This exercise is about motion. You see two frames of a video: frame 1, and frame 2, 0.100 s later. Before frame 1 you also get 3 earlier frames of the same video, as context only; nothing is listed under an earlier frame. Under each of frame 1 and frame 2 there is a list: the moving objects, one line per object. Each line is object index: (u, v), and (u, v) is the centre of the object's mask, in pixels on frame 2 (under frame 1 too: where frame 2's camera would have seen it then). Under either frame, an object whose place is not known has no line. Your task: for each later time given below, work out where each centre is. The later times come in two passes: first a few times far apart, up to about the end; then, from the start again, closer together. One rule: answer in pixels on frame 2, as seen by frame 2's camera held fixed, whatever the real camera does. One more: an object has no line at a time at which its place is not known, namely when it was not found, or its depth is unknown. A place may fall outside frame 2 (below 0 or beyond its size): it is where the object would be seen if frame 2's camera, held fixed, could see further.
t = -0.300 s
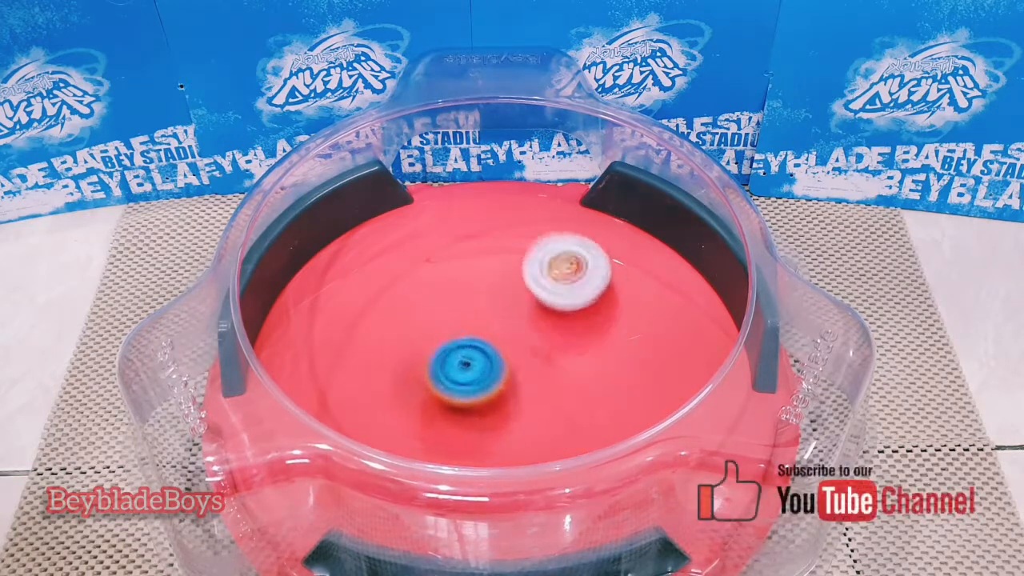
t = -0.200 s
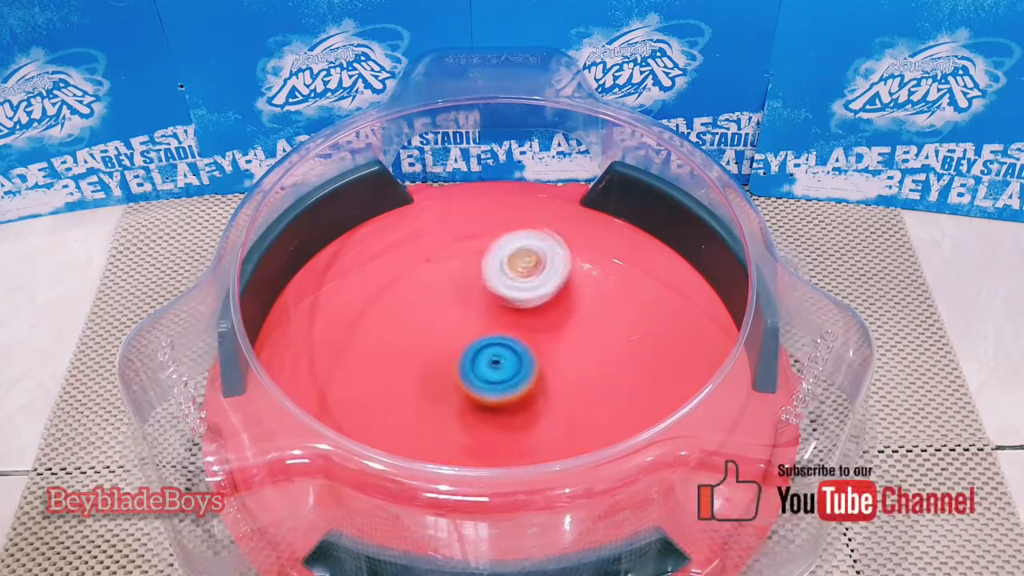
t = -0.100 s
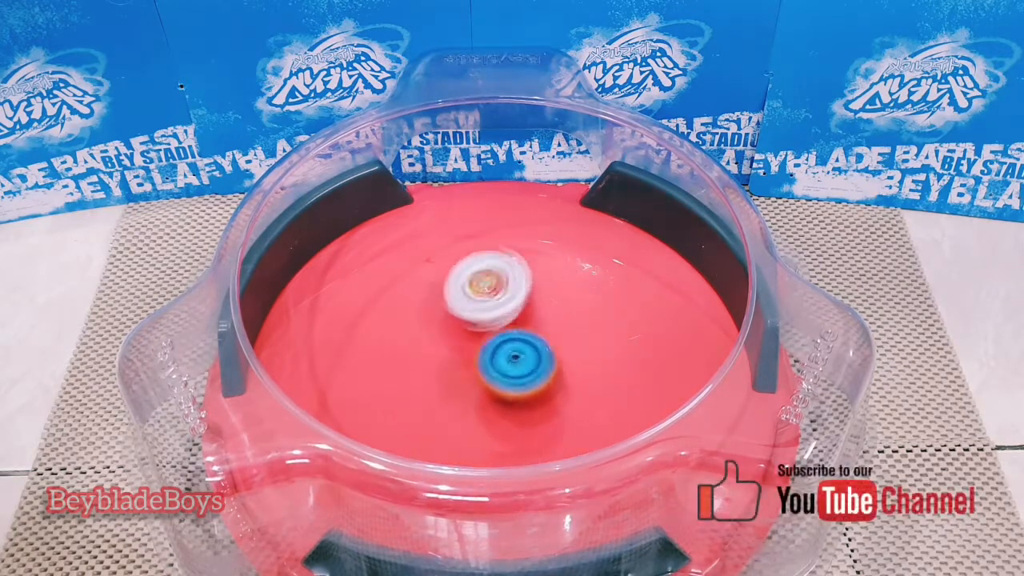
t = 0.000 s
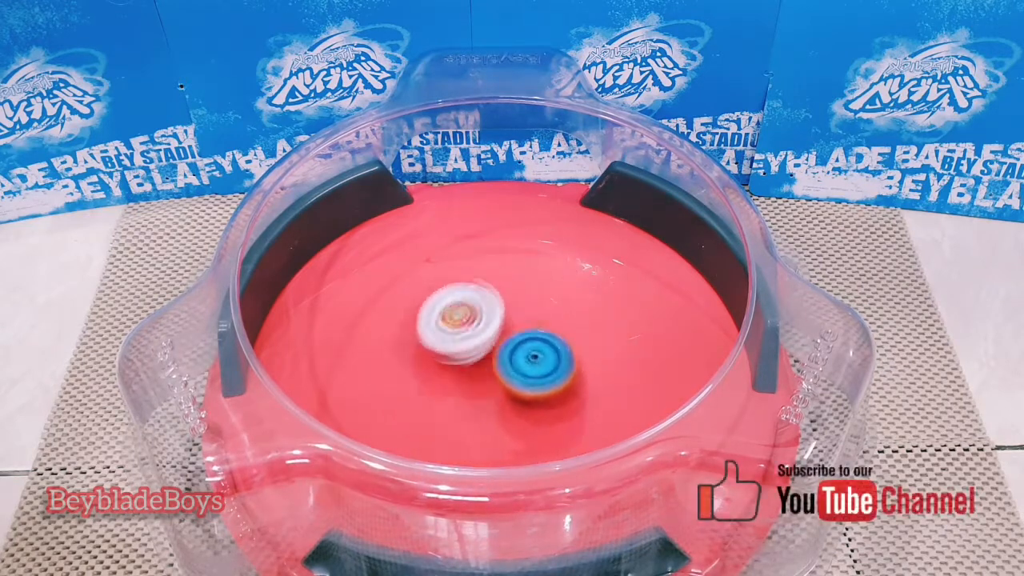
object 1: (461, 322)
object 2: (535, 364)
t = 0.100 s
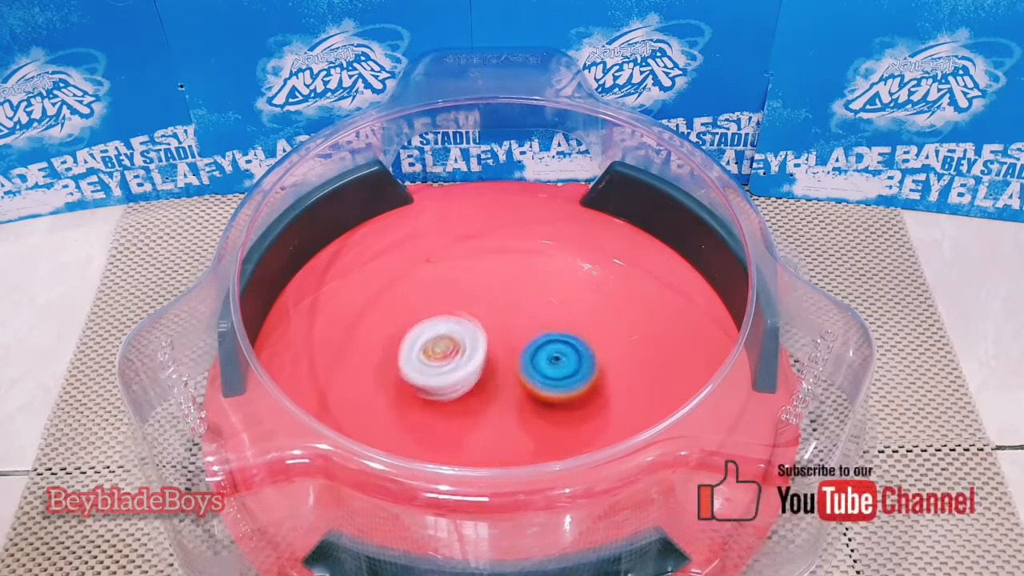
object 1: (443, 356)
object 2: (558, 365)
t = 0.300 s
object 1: (424, 421)
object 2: (557, 329)
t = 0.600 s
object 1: (522, 447)
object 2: (507, 357)
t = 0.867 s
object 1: (562, 370)
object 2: (458, 356)
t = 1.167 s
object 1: (502, 299)
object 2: (442, 398)
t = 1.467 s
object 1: (423, 342)
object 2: (503, 395)
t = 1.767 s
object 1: (476, 386)
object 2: (585, 374)
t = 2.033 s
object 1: (489, 378)
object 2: (531, 311)
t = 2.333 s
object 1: (461, 414)
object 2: (478, 330)
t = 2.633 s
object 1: (498, 422)
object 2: (446, 355)
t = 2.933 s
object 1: (530, 406)
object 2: (441, 375)
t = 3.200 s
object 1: (559, 387)
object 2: (437, 376)
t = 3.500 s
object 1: (557, 350)
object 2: (441, 374)
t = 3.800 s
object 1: (537, 331)
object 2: (457, 366)
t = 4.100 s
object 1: (531, 313)
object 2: (456, 369)
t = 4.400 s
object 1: (528, 336)
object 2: (444, 398)
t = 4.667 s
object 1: (553, 373)
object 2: (467, 406)
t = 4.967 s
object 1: (566, 392)
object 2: (464, 395)
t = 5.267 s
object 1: (548, 382)
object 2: (452, 371)
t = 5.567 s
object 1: (572, 381)
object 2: (438, 351)
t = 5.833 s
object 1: (540, 377)
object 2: (453, 349)
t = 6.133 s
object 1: (516, 386)
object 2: (446, 334)
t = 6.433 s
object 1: (518, 405)
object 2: (470, 332)
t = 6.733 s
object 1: (521, 399)
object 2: (494, 327)
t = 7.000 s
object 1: (521, 401)
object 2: (504, 321)
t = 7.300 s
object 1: (521, 400)
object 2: (514, 322)
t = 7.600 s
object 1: (520, 404)
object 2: (532, 323)
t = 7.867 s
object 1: (519, 405)
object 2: (535, 323)
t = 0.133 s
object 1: (437, 366)
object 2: (565, 364)
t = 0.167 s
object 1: (432, 378)
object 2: (571, 360)
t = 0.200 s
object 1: (427, 391)
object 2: (573, 353)
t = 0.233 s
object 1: (424, 400)
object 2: (571, 345)
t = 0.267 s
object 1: (422, 412)
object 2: (566, 336)
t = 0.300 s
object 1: (424, 421)
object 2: (557, 329)
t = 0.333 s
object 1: (426, 428)
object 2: (546, 326)
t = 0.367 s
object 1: (432, 435)
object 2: (535, 325)
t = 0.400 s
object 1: (440, 441)
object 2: (529, 327)
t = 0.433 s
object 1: (449, 461)
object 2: (525, 333)
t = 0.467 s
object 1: (465, 467)
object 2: (521, 338)
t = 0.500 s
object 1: (480, 467)
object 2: (518, 342)
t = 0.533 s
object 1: (497, 463)
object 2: (516, 348)
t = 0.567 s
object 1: (511, 456)
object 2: (512, 352)
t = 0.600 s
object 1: (522, 447)
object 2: (507, 357)
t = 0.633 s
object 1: (531, 432)
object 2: (503, 361)
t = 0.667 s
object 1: (539, 426)
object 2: (498, 364)
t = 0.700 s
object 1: (548, 422)
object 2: (491, 362)
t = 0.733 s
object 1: (554, 415)
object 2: (484, 360)
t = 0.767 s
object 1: (560, 403)
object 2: (477, 358)
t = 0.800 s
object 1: (563, 393)
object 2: (471, 356)
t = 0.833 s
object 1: (563, 381)
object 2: (464, 356)
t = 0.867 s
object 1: (562, 370)
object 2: (458, 356)
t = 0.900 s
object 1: (559, 361)
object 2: (453, 357)
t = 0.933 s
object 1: (555, 350)
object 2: (445, 358)
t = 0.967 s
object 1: (551, 342)
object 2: (439, 360)
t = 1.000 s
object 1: (546, 332)
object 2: (435, 362)
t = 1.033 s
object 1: (541, 324)
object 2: (431, 365)
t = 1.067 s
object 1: (534, 317)
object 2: (429, 371)
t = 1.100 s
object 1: (524, 308)
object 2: (430, 380)
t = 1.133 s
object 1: (514, 303)
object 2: (435, 390)
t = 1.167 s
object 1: (502, 299)
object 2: (442, 398)
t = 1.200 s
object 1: (490, 296)
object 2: (450, 402)
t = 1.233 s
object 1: (478, 296)
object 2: (457, 403)
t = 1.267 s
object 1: (465, 298)
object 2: (464, 402)
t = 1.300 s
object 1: (453, 302)
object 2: (469, 401)
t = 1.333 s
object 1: (443, 310)
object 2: (475, 398)
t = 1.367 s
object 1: (435, 318)
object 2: (481, 396)
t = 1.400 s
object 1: (430, 329)
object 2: (484, 393)
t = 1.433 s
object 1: (427, 339)
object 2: (491, 392)
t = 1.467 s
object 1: (423, 342)
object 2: (503, 395)
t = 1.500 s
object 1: (418, 350)
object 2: (515, 400)
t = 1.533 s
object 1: (418, 358)
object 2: (525, 403)
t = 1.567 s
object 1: (420, 367)
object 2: (535, 406)
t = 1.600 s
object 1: (427, 375)
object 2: (545, 408)
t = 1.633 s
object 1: (435, 382)
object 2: (555, 407)
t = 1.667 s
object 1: (444, 385)
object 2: (566, 402)
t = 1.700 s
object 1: (456, 387)
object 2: (576, 394)
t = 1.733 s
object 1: (466, 387)
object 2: (582, 385)
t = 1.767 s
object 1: (476, 386)
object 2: (585, 374)
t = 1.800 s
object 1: (486, 385)
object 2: (584, 364)
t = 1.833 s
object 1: (495, 382)
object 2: (580, 355)
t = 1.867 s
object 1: (494, 381)
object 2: (580, 344)
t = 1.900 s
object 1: (493, 381)
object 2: (577, 334)
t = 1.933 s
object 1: (492, 380)
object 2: (570, 324)
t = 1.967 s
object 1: (490, 380)
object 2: (559, 317)
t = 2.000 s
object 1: (491, 379)
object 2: (546, 312)
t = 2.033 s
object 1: (489, 378)
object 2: (531, 311)
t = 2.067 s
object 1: (488, 379)
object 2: (519, 313)
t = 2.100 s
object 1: (484, 382)
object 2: (508, 314)
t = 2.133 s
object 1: (480, 387)
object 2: (499, 316)
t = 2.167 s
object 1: (477, 389)
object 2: (494, 319)
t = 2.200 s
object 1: (472, 396)
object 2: (490, 321)
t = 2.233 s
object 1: (468, 400)
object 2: (488, 323)
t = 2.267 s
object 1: (466, 405)
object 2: (484, 326)
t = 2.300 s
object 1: (463, 408)
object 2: (481, 327)
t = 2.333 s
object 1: (461, 414)
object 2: (478, 330)
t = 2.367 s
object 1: (462, 418)
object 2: (474, 333)
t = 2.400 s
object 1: (468, 422)
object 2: (470, 336)
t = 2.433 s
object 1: (472, 423)
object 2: (466, 339)
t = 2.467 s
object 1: (480, 424)
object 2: (462, 342)
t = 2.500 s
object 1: (487, 422)
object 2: (460, 346)
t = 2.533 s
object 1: (491, 418)
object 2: (456, 351)
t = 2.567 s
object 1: (493, 419)
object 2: (452, 353)
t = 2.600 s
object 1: (494, 420)
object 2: (448, 354)
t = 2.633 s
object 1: (498, 422)
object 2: (446, 355)
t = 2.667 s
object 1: (500, 422)
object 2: (442, 358)
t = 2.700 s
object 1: (507, 423)
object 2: (440, 359)
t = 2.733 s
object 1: (515, 421)
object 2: (440, 361)
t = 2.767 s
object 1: (520, 418)
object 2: (438, 364)
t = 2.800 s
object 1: (524, 416)
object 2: (438, 366)
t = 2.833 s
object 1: (526, 413)
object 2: (438, 368)
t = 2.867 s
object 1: (527, 412)
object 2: (439, 370)
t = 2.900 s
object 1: (529, 408)
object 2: (440, 373)
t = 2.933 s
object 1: (530, 406)
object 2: (441, 375)
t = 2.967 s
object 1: (531, 402)
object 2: (443, 377)
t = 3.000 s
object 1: (533, 399)
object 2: (445, 379)
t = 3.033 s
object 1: (534, 396)
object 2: (446, 380)
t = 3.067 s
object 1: (540, 395)
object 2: (444, 380)
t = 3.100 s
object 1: (544, 393)
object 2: (442, 378)
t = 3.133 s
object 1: (549, 390)
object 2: (440, 377)
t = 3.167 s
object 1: (554, 390)
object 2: (439, 377)
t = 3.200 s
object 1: (559, 387)
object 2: (437, 376)
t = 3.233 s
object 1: (564, 385)
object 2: (436, 375)
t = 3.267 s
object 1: (566, 381)
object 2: (434, 376)
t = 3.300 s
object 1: (568, 376)
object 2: (435, 375)
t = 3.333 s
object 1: (570, 370)
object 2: (434, 376)
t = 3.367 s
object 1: (568, 363)
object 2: (435, 376)
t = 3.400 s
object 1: (566, 358)
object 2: (436, 375)
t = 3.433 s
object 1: (562, 355)
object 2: (438, 375)
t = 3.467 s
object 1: (559, 351)
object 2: (439, 375)
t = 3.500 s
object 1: (557, 350)
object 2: (441, 374)
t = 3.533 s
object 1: (553, 347)
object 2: (444, 373)
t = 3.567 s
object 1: (549, 346)
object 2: (446, 373)
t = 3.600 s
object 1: (545, 343)
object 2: (448, 371)
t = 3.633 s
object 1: (542, 340)
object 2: (451, 370)
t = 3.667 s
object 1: (540, 340)
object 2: (453, 370)
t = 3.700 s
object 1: (537, 337)
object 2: (455, 368)
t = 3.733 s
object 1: (538, 335)
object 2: (456, 367)
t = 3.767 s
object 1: (537, 334)
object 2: (456, 367)
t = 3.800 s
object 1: (537, 331)
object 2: (457, 366)
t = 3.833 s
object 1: (537, 330)
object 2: (457, 365)
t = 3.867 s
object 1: (537, 327)
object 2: (459, 365)
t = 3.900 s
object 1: (538, 325)
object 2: (459, 365)
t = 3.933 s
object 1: (537, 324)
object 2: (460, 365)
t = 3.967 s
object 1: (536, 321)
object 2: (462, 365)
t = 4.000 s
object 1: (532, 319)
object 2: (463, 365)
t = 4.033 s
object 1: (530, 318)
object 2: (463, 365)
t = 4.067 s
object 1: (530, 315)
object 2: (460, 366)
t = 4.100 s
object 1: (531, 313)
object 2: (456, 369)
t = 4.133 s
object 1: (530, 311)
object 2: (452, 371)
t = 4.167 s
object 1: (530, 310)
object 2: (449, 374)
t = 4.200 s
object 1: (528, 312)
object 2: (447, 377)
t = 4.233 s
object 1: (526, 313)
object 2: (445, 381)
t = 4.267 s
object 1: (524, 316)
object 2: (443, 383)
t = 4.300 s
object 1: (523, 321)
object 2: (443, 386)
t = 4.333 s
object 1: (524, 324)
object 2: (442, 391)
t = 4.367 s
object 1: (526, 329)
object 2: (442, 395)
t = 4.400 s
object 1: (528, 336)
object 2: (444, 398)
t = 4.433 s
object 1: (530, 340)
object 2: (445, 400)
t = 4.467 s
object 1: (534, 346)
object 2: (448, 403)
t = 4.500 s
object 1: (537, 351)
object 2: (451, 405)
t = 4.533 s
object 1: (540, 355)
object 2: (453, 406)
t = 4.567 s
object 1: (543, 360)
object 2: (457, 406)
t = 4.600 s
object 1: (548, 365)
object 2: (461, 407)
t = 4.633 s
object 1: (550, 369)
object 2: (463, 407)
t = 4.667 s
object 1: (553, 373)
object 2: (467, 406)
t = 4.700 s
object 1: (557, 378)
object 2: (471, 405)
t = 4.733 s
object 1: (561, 382)
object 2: (472, 405)
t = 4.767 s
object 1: (567, 386)
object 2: (470, 404)
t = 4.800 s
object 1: (569, 389)
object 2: (468, 402)
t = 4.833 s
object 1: (569, 389)
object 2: (468, 401)
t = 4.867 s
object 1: (571, 388)
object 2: (467, 400)
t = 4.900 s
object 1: (573, 389)
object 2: (466, 398)
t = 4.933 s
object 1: (571, 391)
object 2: (464, 396)
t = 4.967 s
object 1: (566, 392)
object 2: (464, 395)
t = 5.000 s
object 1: (563, 392)
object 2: (463, 393)
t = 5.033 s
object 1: (560, 391)
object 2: (462, 390)
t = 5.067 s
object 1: (557, 389)
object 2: (462, 387)
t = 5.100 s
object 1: (554, 389)
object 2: (460, 386)
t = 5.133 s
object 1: (550, 388)
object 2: (460, 383)
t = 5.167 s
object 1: (547, 385)
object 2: (459, 381)
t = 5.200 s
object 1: (545, 381)
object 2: (457, 379)
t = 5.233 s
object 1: (546, 381)
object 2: (455, 374)
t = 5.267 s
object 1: (548, 382)
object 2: (452, 371)
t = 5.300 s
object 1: (548, 381)
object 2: (451, 367)
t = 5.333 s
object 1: (549, 380)
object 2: (448, 364)
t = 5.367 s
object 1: (553, 379)
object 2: (446, 361)
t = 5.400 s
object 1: (560, 379)
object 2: (444, 358)
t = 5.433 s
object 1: (566, 380)
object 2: (443, 356)
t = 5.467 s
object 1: (568, 383)
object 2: (440, 354)
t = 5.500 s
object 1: (569, 382)
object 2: (439, 352)
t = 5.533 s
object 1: (569, 381)
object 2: (438, 350)
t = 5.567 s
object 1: (572, 381)
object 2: (438, 351)
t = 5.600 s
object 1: (571, 381)
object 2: (438, 350)
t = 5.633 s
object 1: (567, 380)
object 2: (438, 350)
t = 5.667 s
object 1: (565, 379)
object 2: (439, 350)
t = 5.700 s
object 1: (563, 379)
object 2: (440, 351)
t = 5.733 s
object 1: (560, 378)
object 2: (443, 351)
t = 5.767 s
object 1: (553, 377)
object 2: (447, 350)
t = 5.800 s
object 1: (546, 377)
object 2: (451, 349)
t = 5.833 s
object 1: (540, 377)
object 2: (453, 349)
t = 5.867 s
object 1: (537, 375)
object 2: (456, 349)
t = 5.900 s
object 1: (536, 380)
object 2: (456, 344)
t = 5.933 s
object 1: (533, 385)
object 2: (455, 339)
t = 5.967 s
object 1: (529, 388)
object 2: (453, 335)
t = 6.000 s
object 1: (524, 389)
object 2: (452, 332)
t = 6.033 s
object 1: (521, 389)
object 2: (449, 331)
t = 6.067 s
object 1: (519, 388)
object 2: (447, 331)
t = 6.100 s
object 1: (518, 388)
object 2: (446, 333)
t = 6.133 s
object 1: (516, 386)
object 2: (446, 334)
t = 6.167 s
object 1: (514, 385)
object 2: (446, 338)
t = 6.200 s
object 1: (515, 385)
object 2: (450, 336)
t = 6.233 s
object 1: (516, 388)
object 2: (452, 337)
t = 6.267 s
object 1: (520, 393)
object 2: (455, 335)
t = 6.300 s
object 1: (523, 397)
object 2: (457, 335)
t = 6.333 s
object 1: (524, 400)
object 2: (461, 333)
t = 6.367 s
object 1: (522, 402)
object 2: (464, 332)
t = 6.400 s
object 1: (520, 404)
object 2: (466, 331)
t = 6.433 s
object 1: (518, 405)
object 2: (470, 332)
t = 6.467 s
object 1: (516, 405)
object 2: (472, 330)
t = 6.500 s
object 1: (516, 404)
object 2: (476, 330)
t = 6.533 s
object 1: (517, 403)
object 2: (478, 329)
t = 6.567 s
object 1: (519, 402)
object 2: (482, 329)
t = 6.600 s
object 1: (521, 402)
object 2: (485, 329)
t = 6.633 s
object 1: (521, 400)
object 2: (488, 329)
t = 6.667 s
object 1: (521, 399)
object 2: (490, 329)
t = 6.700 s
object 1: (521, 399)
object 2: (492, 328)
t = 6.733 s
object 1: (521, 399)
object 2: (494, 327)
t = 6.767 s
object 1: (521, 399)
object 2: (496, 325)
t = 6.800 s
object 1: (521, 399)
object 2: (496, 325)
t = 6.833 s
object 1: (521, 399)
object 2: (498, 323)
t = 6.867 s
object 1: (521, 400)
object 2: (499, 323)
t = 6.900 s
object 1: (521, 400)
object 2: (501, 321)
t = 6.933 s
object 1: (521, 400)
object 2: (501, 322)
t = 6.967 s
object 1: (520, 401)
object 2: (502, 321)
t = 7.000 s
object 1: (521, 401)
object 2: (504, 321)
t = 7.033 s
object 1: (520, 402)
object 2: (505, 321)
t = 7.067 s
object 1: (520, 402)
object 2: (506, 321)
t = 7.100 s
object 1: (520, 402)
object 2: (506, 320)
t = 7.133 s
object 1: (520, 402)
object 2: (508, 320)
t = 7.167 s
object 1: (520, 401)
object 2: (509, 320)
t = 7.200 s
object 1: (520, 401)
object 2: (511, 321)
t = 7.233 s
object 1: (520, 401)
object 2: (511, 321)
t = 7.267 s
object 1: (520, 400)
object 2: (513, 321)
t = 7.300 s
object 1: (521, 400)
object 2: (514, 322)
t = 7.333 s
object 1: (521, 400)
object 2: (516, 322)
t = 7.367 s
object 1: (520, 400)
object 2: (518, 323)
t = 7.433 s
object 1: (520, 401)
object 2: (521, 324)
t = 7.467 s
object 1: (520, 402)
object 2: (523, 324)
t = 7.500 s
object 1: (520, 403)
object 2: (526, 322)
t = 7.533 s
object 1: (520, 404)
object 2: (527, 323)
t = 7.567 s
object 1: (520, 404)
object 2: (530, 322)
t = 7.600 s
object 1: (520, 404)
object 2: (532, 323)
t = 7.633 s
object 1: (520, 403)
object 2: (533, 323)
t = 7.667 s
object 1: (520, 402)
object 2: (534, 322)
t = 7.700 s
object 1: (520, 401)
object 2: (532, 323)
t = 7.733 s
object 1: (520, 400)
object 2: (531, 321)
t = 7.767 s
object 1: (521, 399)
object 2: (534, 324)
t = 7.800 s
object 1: (520, 400)
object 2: (534, 324)
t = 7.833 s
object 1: (519, 403)
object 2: (537, 323)
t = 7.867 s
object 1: (519, 405)
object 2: (535, 323)
